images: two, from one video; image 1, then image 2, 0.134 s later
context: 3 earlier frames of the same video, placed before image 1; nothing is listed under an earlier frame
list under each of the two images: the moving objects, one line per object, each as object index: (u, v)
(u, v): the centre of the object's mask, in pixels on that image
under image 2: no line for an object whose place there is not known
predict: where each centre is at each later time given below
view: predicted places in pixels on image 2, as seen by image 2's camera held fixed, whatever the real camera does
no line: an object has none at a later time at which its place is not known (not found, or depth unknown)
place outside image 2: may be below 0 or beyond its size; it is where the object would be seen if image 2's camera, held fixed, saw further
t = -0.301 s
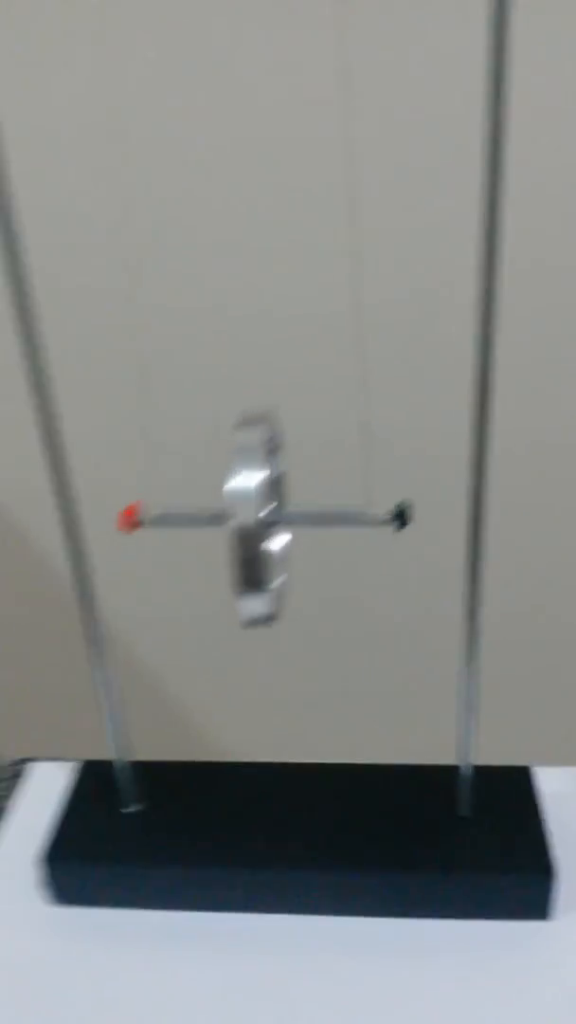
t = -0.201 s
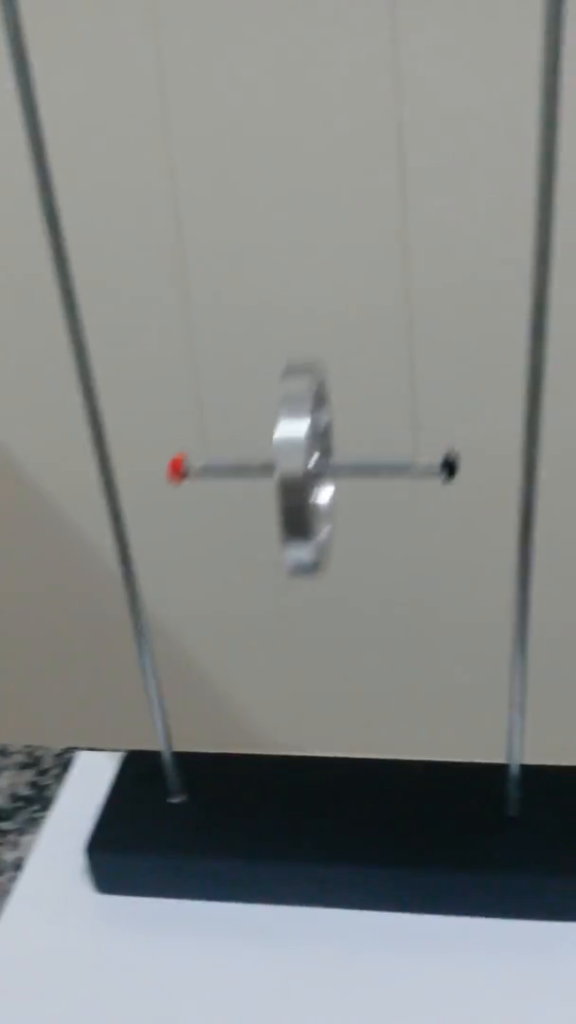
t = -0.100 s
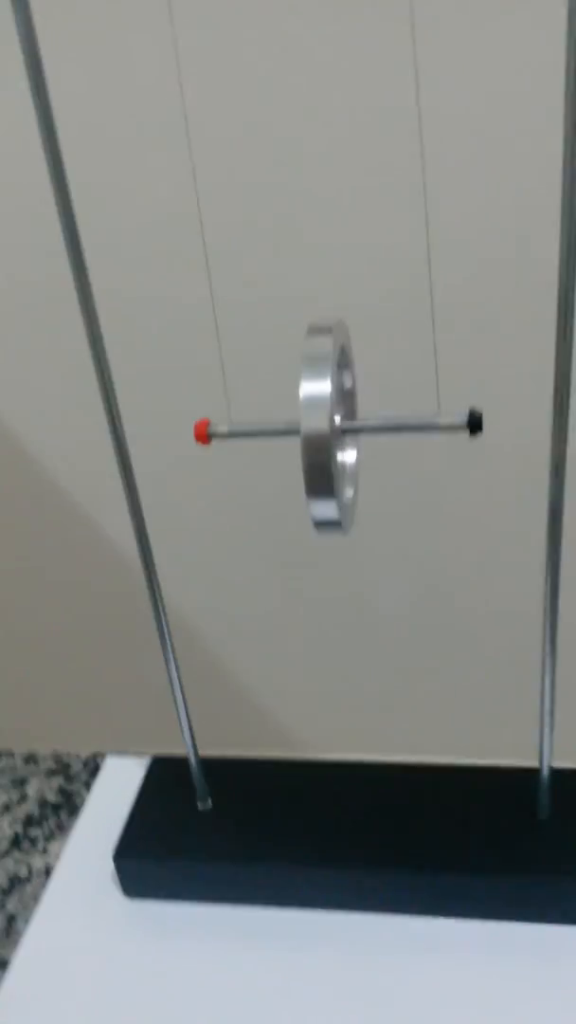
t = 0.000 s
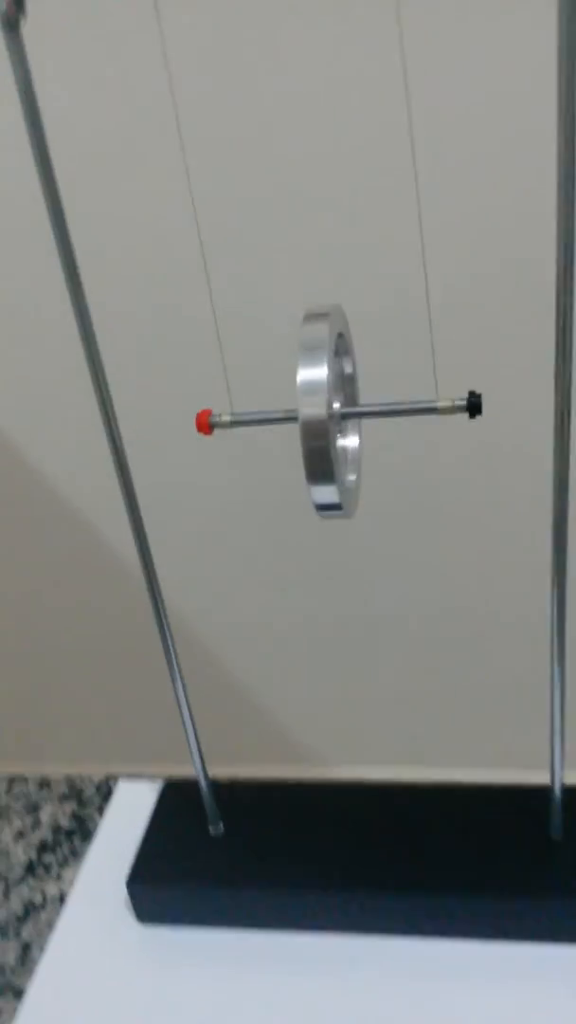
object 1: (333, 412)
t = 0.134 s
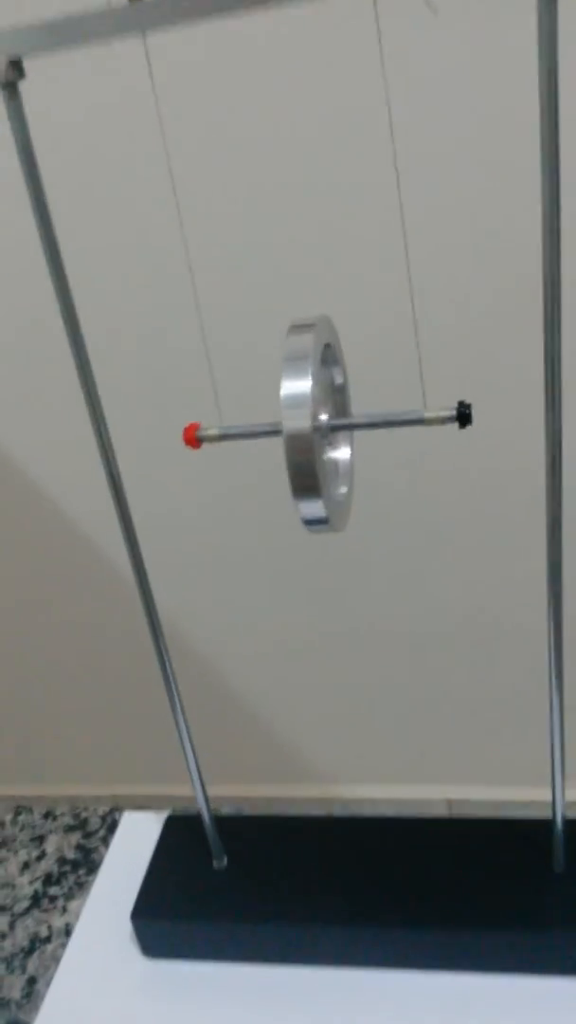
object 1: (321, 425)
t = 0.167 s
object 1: (318, 423)
